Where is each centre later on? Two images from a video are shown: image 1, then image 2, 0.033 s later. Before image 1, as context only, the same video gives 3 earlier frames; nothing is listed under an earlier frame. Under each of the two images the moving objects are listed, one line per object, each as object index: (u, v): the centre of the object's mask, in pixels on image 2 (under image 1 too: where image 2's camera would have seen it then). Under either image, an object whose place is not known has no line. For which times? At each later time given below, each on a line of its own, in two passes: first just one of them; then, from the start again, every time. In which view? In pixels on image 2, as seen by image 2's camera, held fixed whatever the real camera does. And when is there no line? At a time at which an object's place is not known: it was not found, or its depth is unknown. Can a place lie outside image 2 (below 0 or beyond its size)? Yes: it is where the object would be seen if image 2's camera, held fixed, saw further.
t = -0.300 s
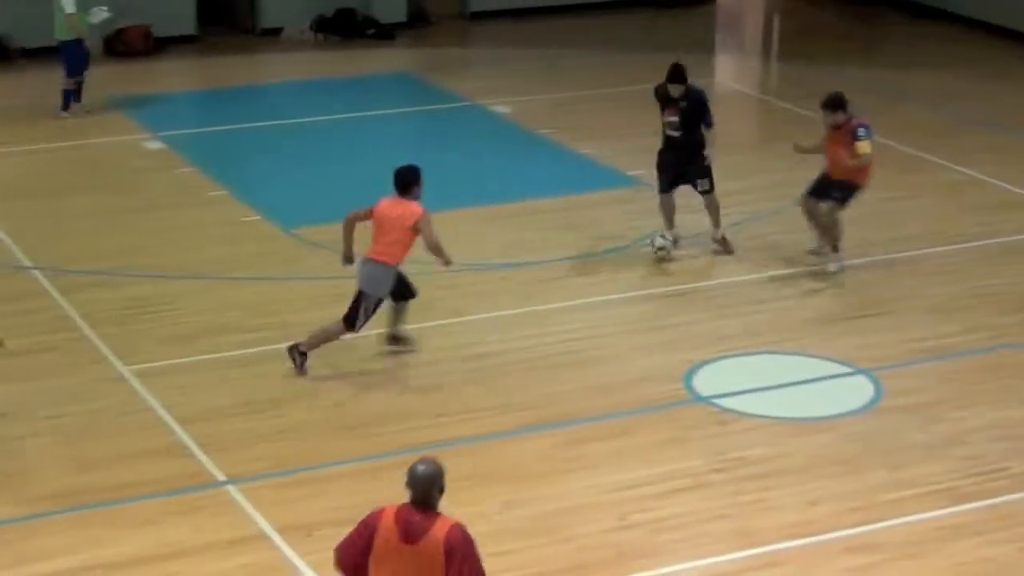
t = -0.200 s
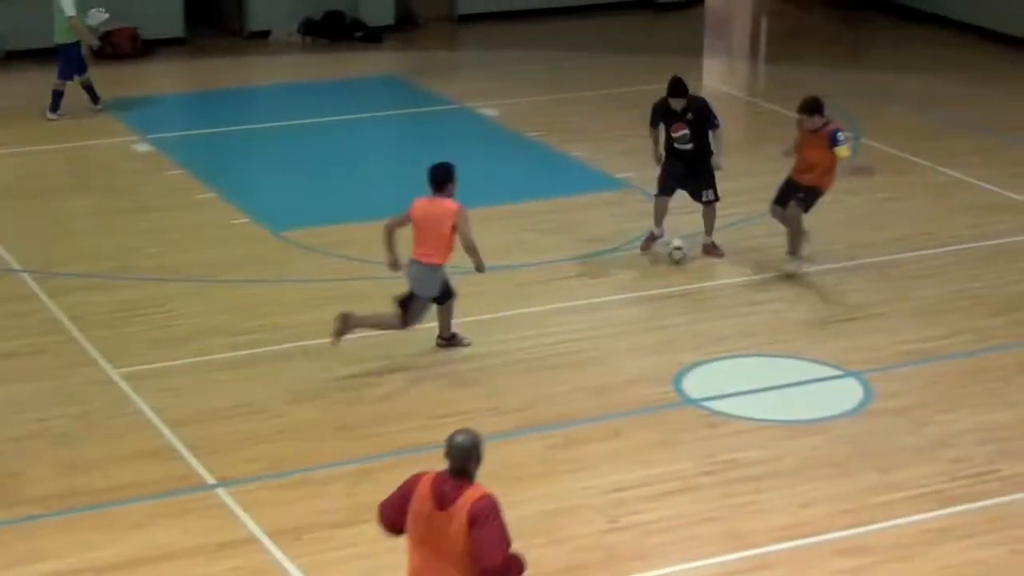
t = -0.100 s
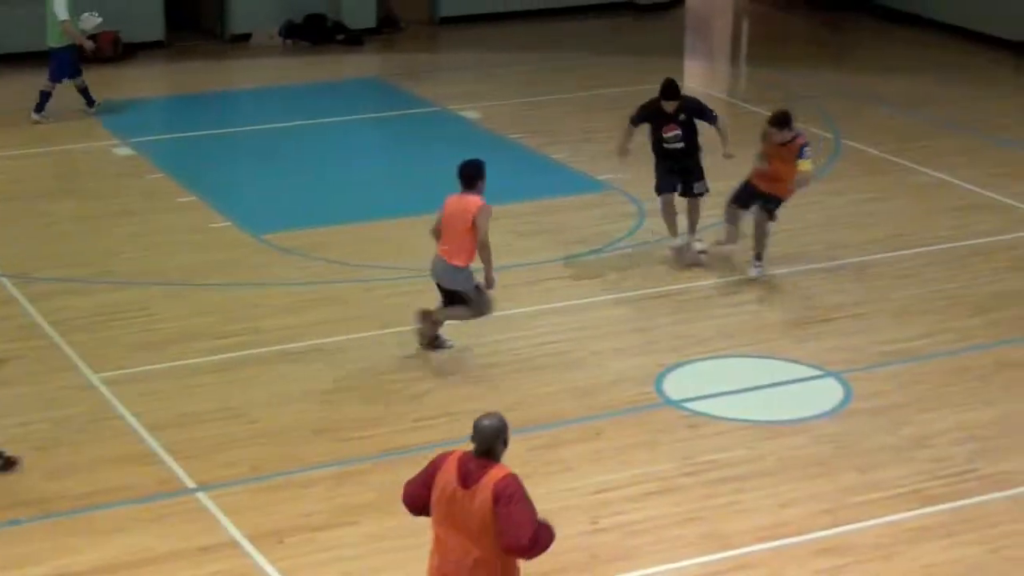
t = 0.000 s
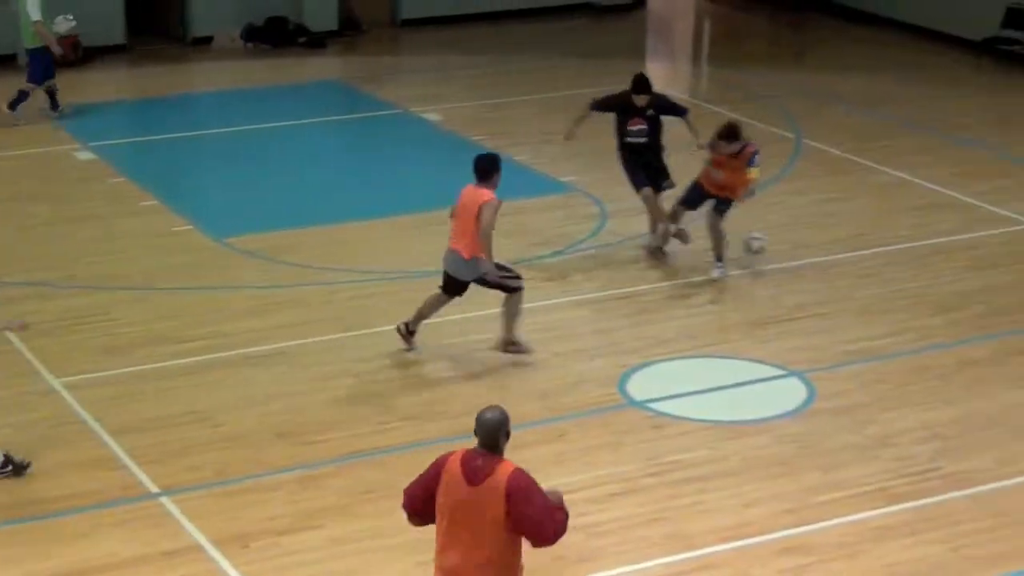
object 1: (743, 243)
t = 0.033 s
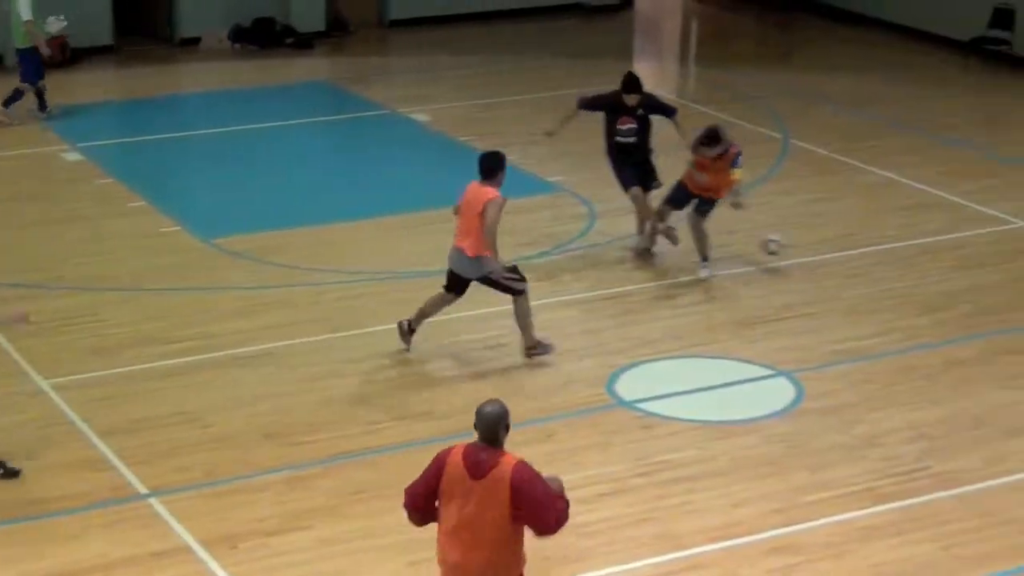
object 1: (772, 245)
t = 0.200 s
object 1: (918, 258)
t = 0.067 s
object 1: (801, 245)
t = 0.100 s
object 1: (831, 247)
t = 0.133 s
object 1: (863, 252)
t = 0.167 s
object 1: (893, 260)
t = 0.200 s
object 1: (918, 258)
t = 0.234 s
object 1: (945, 256)
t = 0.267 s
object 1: (974, 254)
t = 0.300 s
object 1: (998, 254)
